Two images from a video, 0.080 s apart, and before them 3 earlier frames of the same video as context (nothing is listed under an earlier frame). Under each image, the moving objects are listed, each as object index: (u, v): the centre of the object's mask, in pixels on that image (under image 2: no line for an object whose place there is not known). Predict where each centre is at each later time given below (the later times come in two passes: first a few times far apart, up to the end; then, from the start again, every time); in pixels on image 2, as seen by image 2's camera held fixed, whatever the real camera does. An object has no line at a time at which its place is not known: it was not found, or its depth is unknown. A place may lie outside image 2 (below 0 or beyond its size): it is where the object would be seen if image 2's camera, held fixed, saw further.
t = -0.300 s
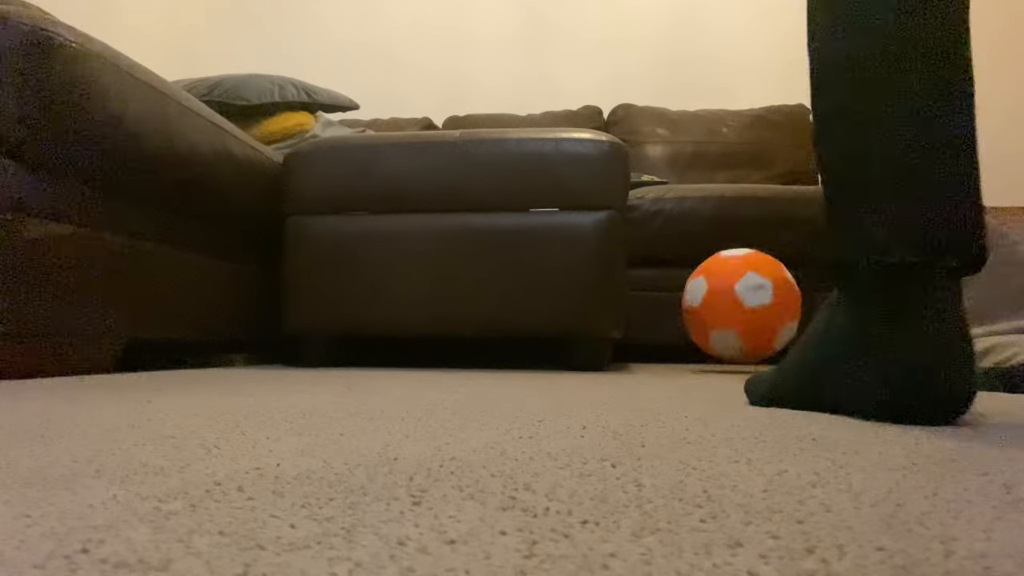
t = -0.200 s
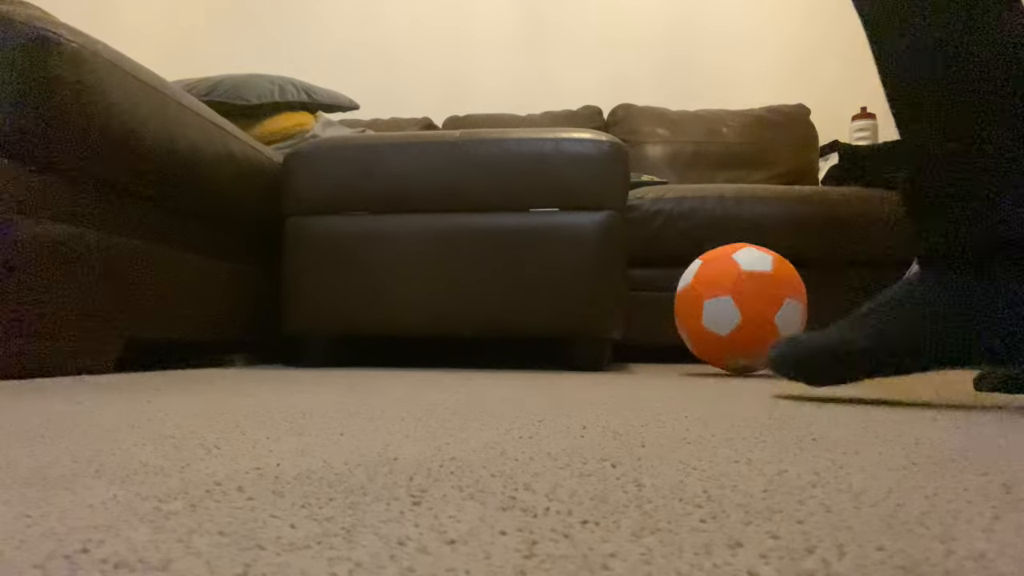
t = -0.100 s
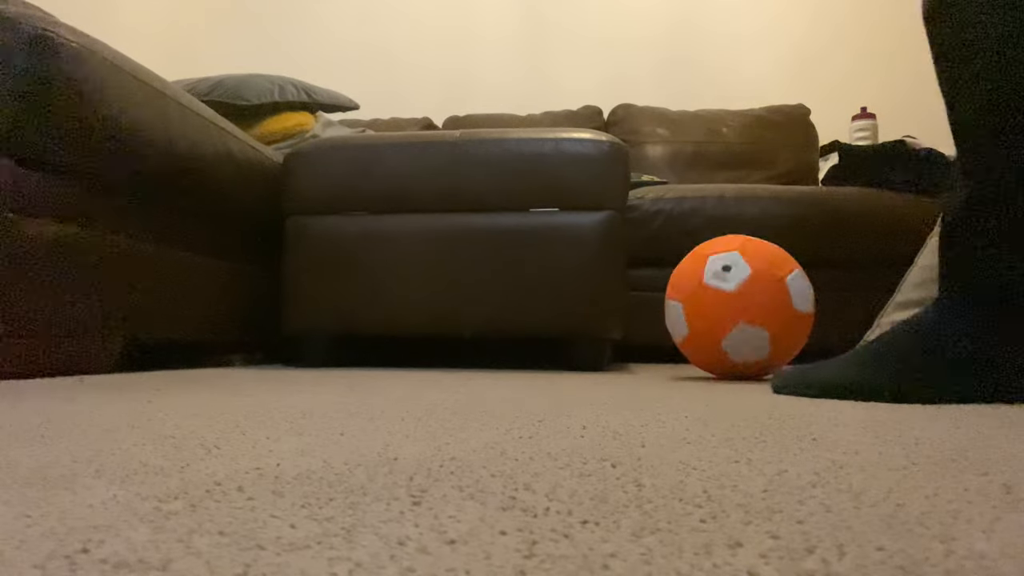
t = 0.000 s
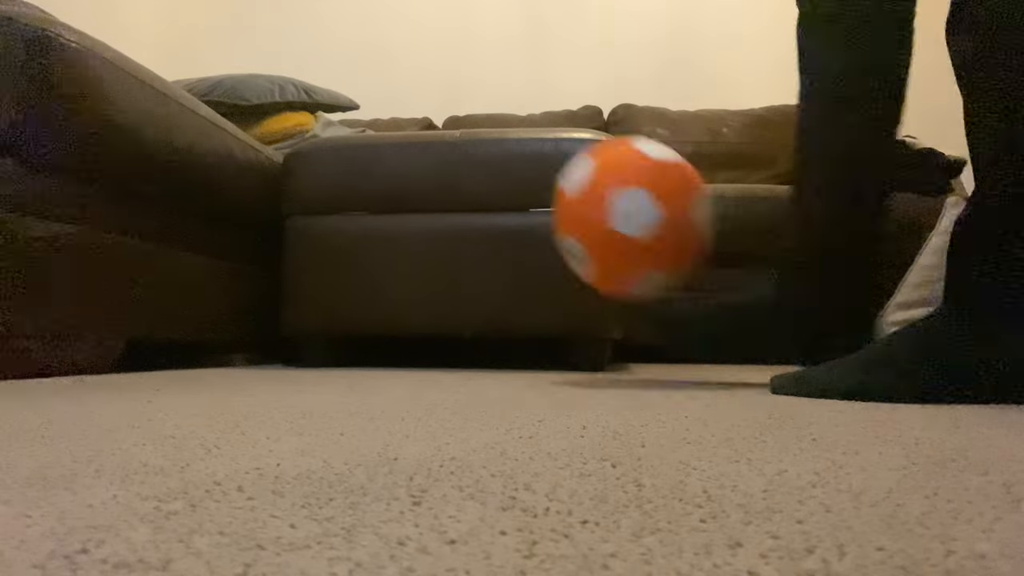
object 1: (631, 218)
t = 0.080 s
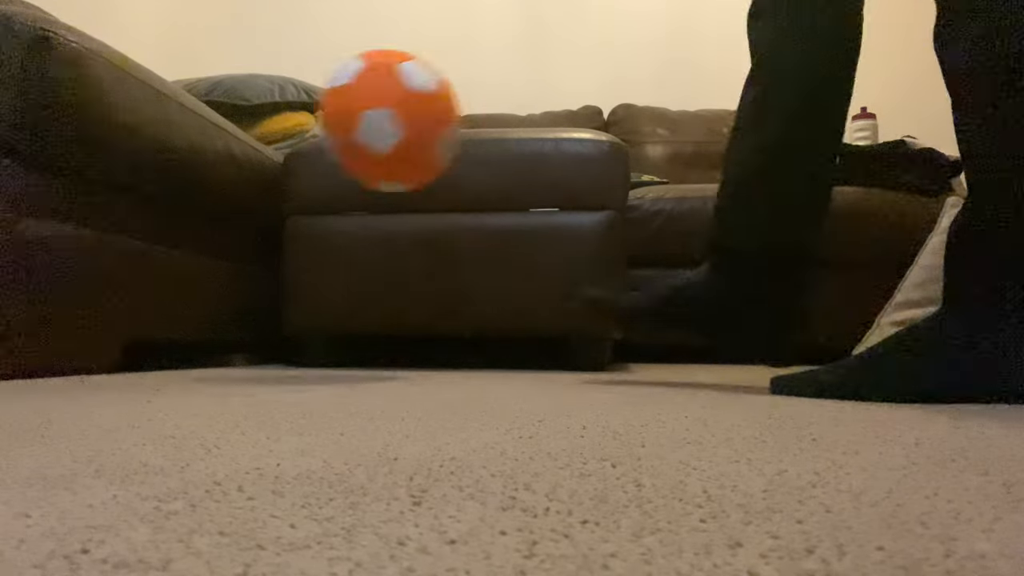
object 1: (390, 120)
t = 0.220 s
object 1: (436, 297)
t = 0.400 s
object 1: (759, 272)
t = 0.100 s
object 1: (325, 130)
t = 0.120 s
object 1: (285, 143)
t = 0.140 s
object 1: (276, 167)
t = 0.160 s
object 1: (320, 198)
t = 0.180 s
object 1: (348, 225)
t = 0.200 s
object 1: (393, 280)
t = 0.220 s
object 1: (436, 297)
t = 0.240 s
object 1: (464, 267)
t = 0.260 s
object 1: (507, 236)
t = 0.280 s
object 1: (550, 223)
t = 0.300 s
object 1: (579, 224)
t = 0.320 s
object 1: (622, 239)
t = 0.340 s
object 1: (664, 271)
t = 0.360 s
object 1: (692, 301)
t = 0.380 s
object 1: (733, 290)
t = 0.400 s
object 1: (759, 272)
